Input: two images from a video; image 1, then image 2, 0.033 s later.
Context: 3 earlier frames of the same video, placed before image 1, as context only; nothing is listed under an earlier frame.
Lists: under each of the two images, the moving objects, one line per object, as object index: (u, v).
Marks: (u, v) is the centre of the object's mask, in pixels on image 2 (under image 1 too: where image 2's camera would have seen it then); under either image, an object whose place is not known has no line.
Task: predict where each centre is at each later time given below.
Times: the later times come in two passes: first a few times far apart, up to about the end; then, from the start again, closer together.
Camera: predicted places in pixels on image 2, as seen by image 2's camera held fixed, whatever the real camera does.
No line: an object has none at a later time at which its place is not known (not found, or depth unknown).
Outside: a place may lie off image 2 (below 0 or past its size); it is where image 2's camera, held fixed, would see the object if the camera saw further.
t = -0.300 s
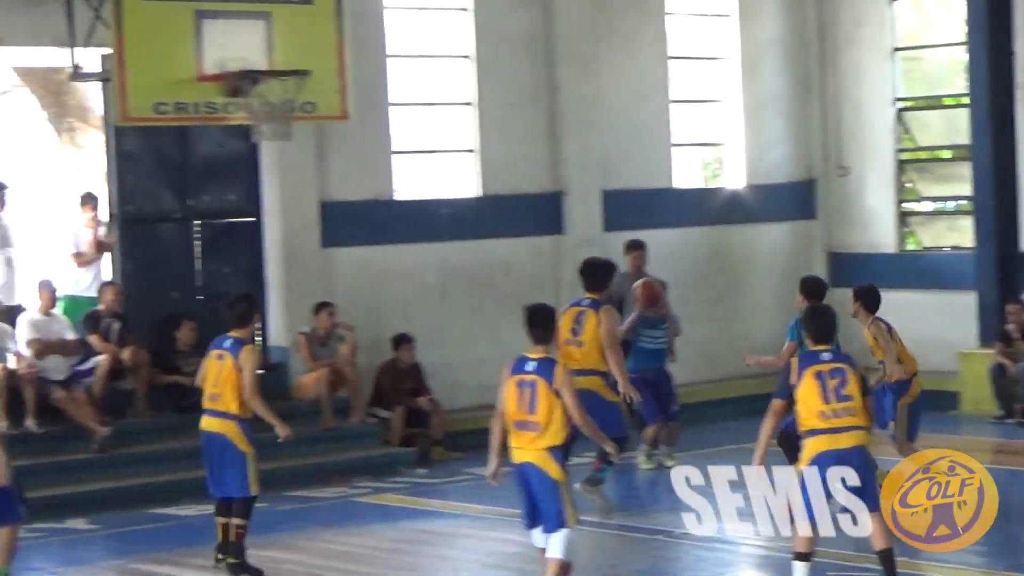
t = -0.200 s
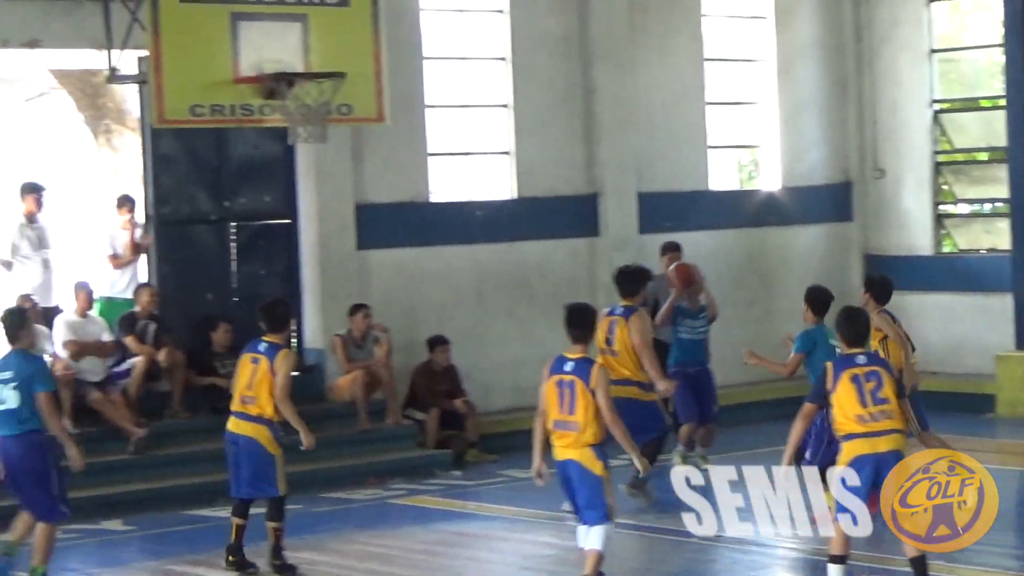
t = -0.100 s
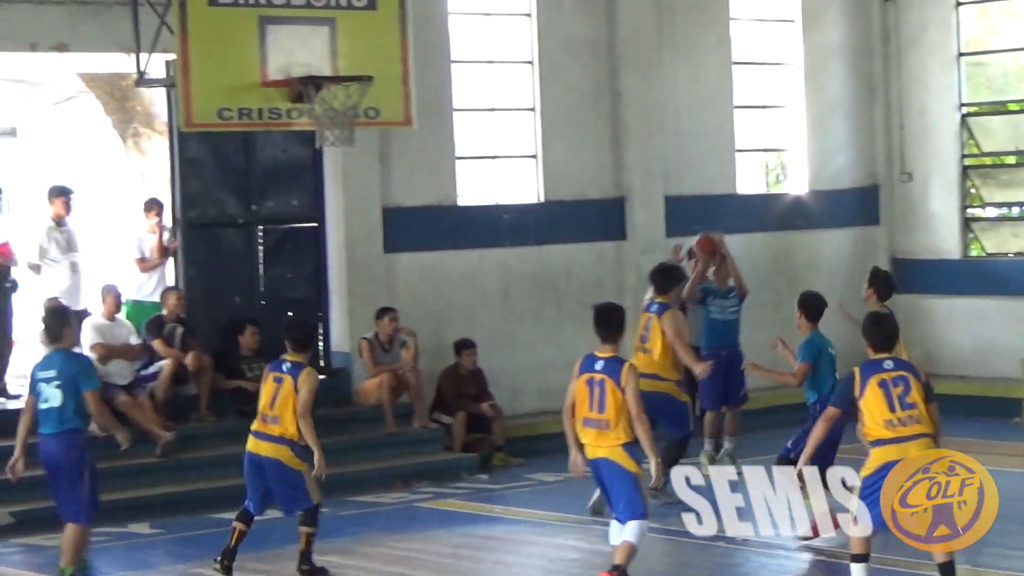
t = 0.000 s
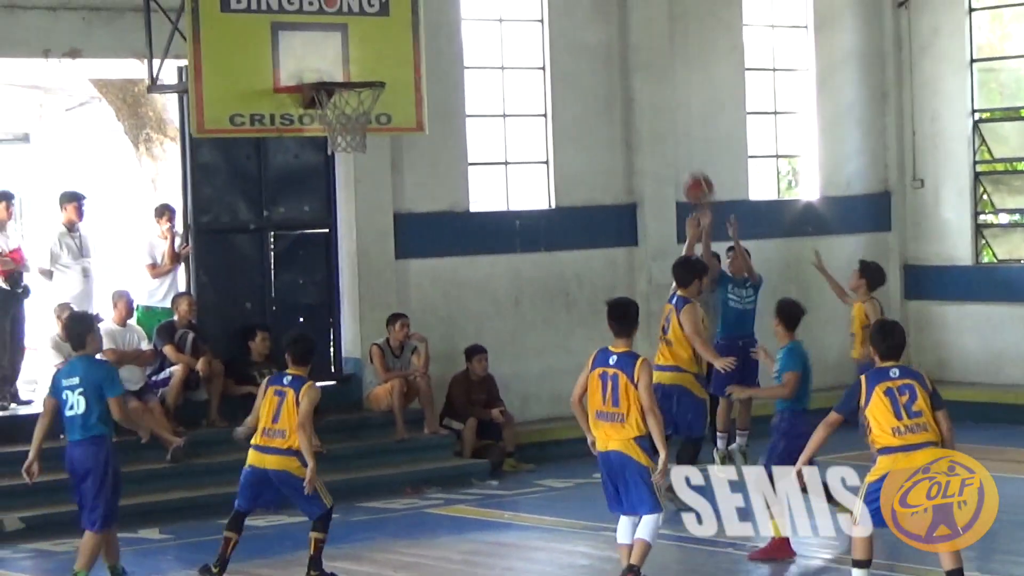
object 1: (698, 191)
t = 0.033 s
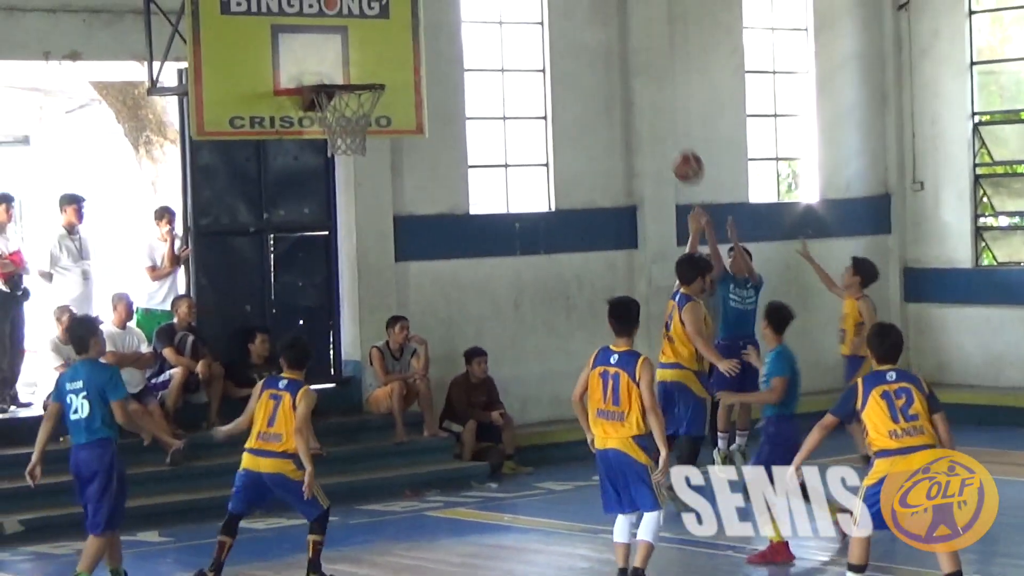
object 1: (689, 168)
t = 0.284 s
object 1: (607, 21)
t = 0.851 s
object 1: (414, -16)
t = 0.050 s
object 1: (684, 156)
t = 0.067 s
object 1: (678, 144)
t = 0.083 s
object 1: (673, 133)
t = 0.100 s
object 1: (667, 121)
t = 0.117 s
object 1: (662, 111)
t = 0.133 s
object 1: (657, 100)
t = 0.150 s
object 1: (652, 91)
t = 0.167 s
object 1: (646, 81)
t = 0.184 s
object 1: (641, 72)
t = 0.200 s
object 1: (635, 62)
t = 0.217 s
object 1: (630, 54)
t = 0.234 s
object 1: (624, 45)
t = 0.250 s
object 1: (618, 37)
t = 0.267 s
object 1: (612, 28)
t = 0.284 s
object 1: (607, 21)
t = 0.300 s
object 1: (602, 13)
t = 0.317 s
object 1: (596, 7)
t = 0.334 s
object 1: (590, 0)
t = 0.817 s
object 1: (426, -27)
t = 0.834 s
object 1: (420, -22)
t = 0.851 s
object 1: (414, -16)
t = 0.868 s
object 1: (408, -10)
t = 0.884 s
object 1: (402, -4)
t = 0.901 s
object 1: (396, 3)
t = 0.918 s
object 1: (390, 11)
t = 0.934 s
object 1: (383, 18)
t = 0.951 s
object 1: (377, 28)
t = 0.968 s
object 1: (371, 36)
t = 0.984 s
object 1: (365, 45)
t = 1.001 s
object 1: (358, 55)
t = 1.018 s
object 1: (352, 66)
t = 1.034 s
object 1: (347, 72)
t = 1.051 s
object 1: (344, 71)
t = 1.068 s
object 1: (340, 69)
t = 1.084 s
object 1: (337, 68)
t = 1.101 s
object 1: (333, 67)
